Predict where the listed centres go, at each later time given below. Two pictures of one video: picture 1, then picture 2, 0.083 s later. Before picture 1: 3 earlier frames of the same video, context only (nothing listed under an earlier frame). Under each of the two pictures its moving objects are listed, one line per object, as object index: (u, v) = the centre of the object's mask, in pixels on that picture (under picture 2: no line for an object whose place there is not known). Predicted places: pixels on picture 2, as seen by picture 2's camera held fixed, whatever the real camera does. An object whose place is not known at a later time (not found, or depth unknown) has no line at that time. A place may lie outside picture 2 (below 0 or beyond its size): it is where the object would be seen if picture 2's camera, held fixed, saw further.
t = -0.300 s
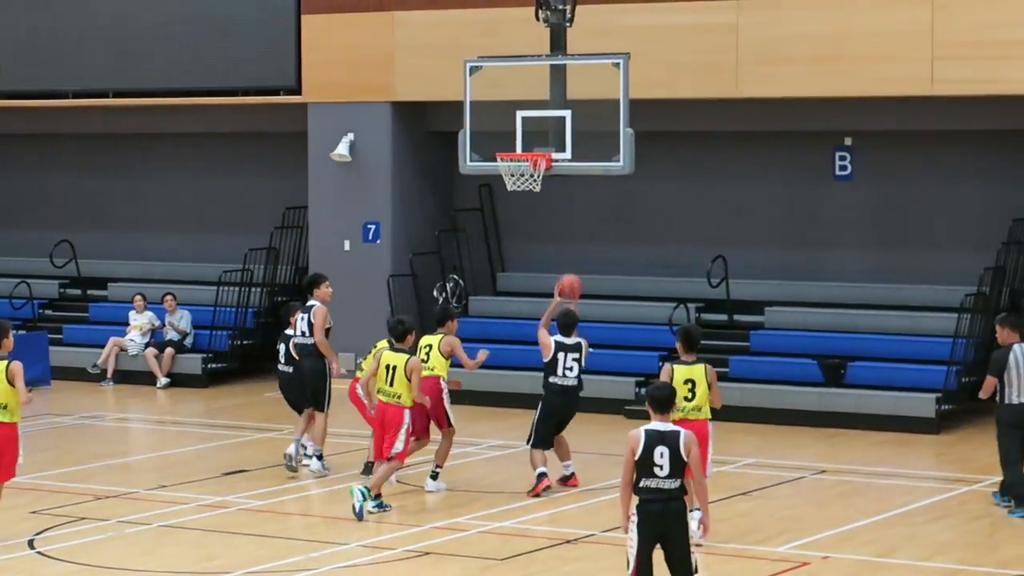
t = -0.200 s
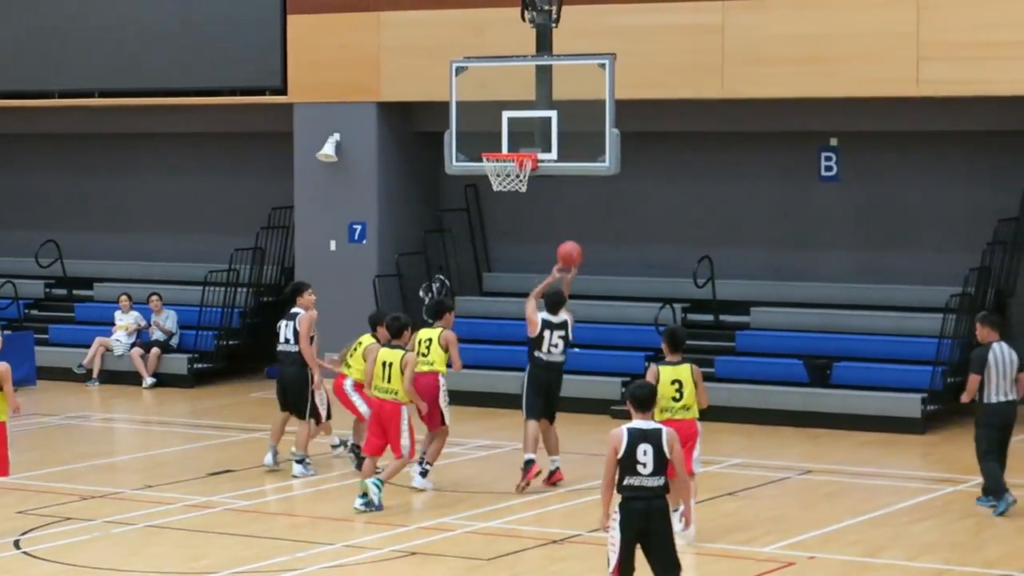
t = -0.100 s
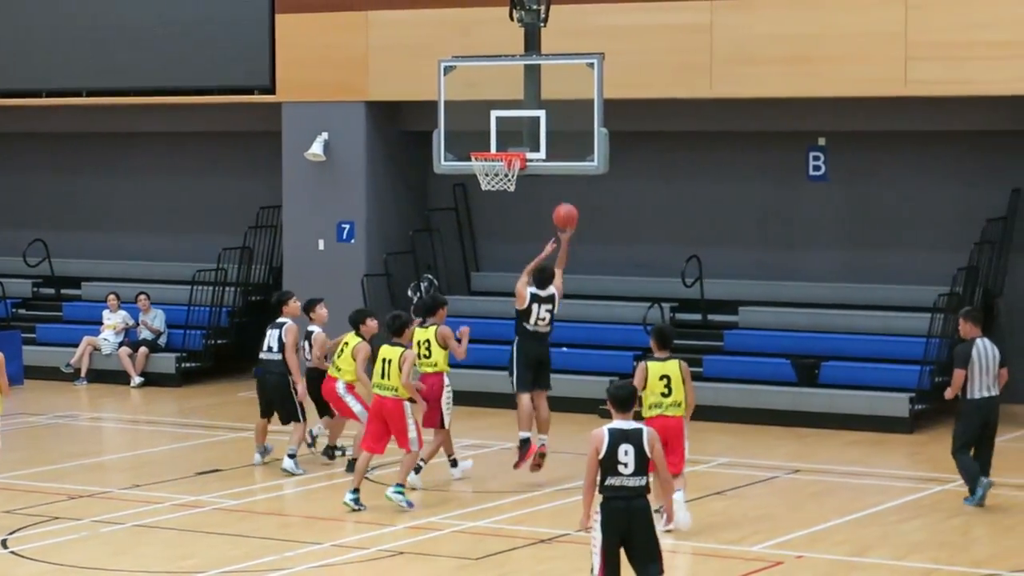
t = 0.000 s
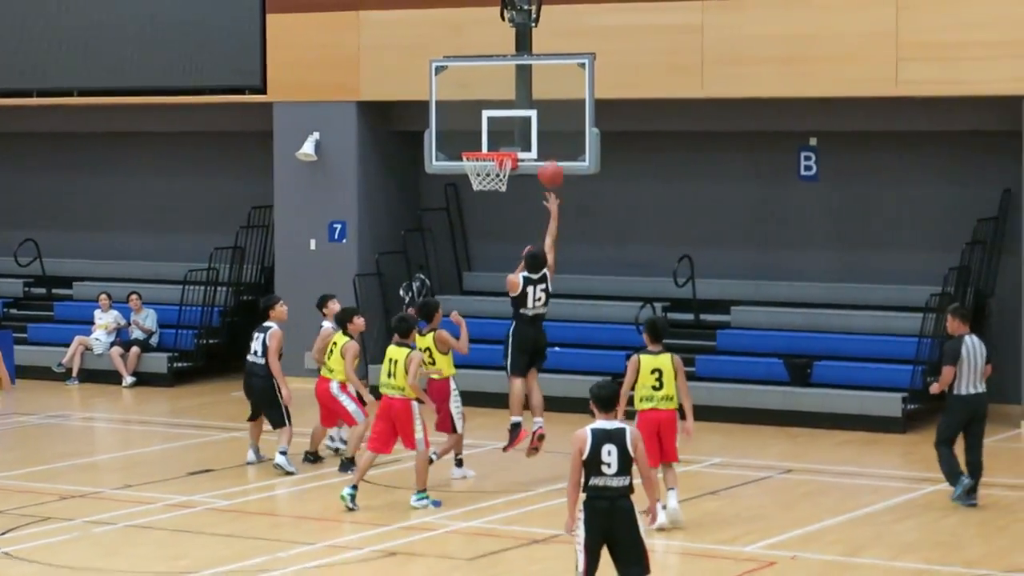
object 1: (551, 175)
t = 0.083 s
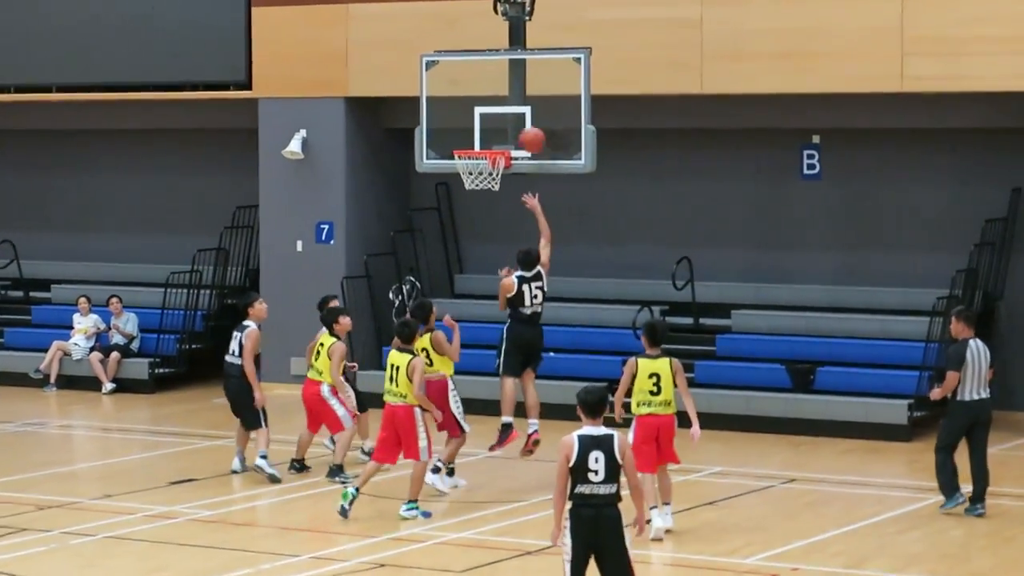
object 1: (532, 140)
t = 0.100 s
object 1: (528, 134)
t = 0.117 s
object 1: (525, 128)
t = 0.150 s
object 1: (520, 120)
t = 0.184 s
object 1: (513, 113)
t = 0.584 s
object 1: (418, 141)
